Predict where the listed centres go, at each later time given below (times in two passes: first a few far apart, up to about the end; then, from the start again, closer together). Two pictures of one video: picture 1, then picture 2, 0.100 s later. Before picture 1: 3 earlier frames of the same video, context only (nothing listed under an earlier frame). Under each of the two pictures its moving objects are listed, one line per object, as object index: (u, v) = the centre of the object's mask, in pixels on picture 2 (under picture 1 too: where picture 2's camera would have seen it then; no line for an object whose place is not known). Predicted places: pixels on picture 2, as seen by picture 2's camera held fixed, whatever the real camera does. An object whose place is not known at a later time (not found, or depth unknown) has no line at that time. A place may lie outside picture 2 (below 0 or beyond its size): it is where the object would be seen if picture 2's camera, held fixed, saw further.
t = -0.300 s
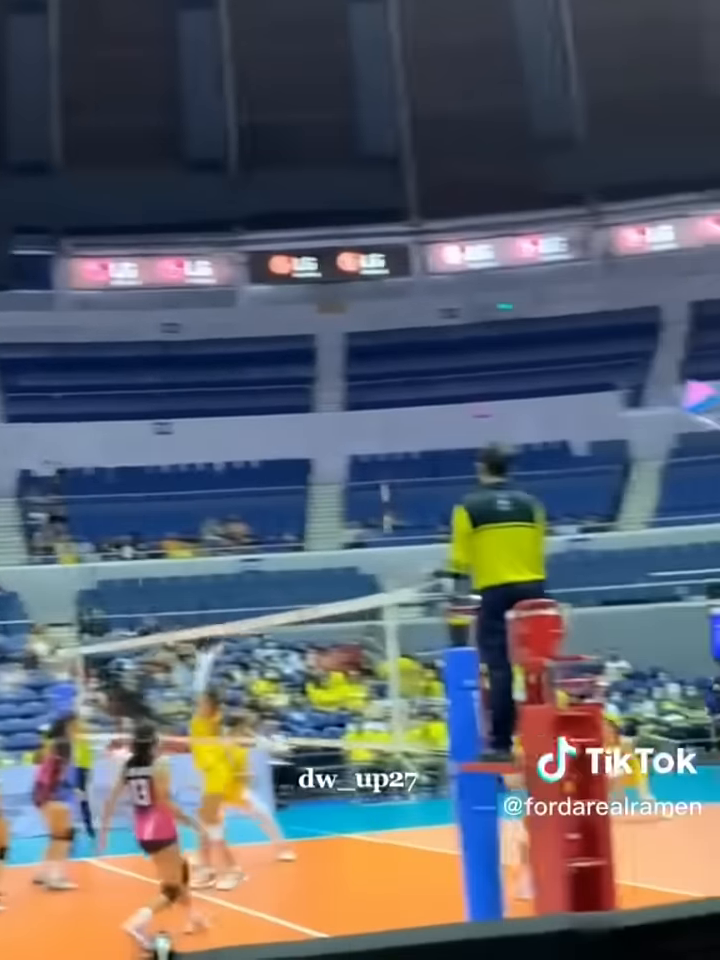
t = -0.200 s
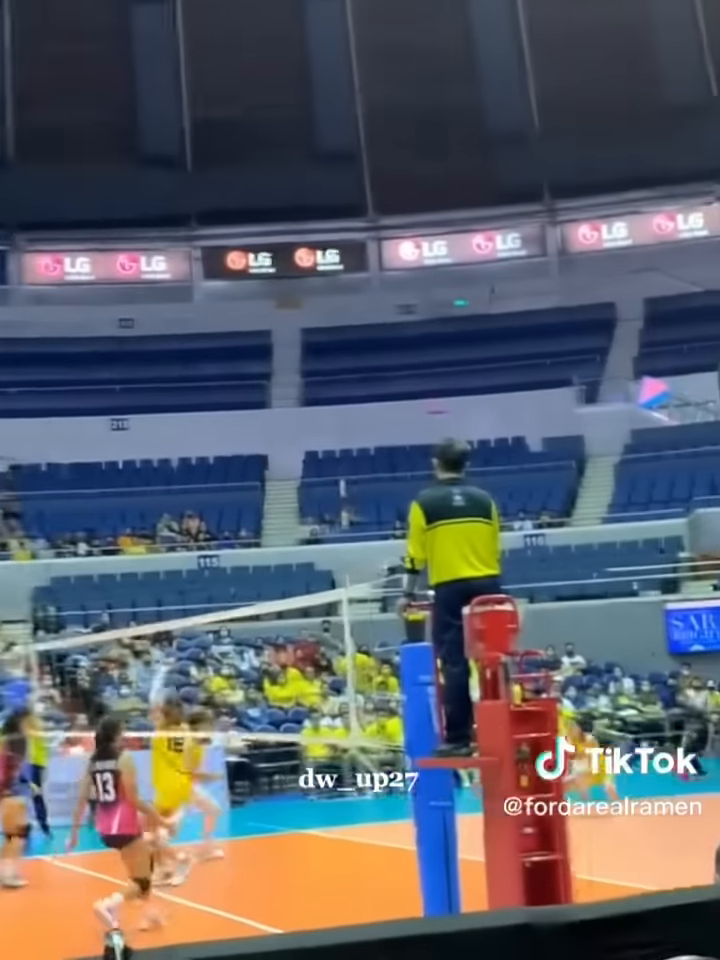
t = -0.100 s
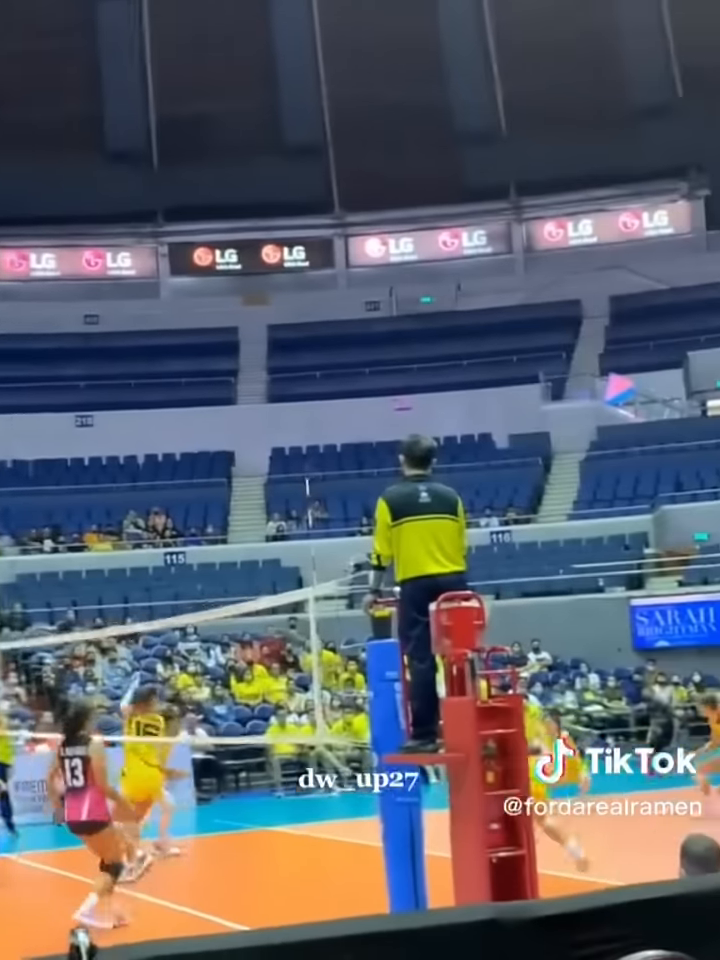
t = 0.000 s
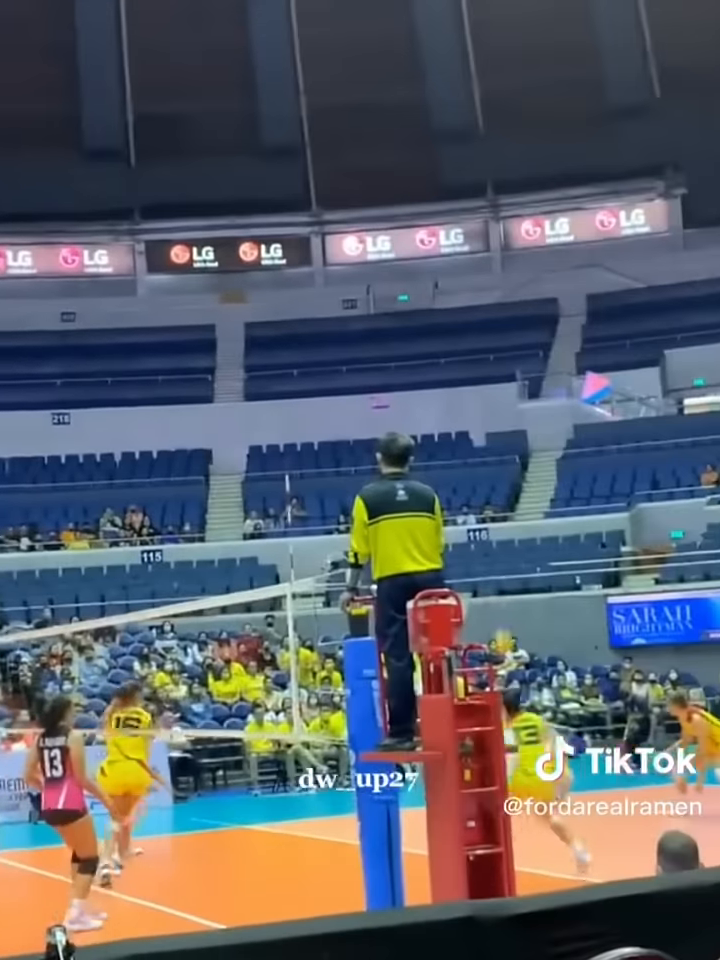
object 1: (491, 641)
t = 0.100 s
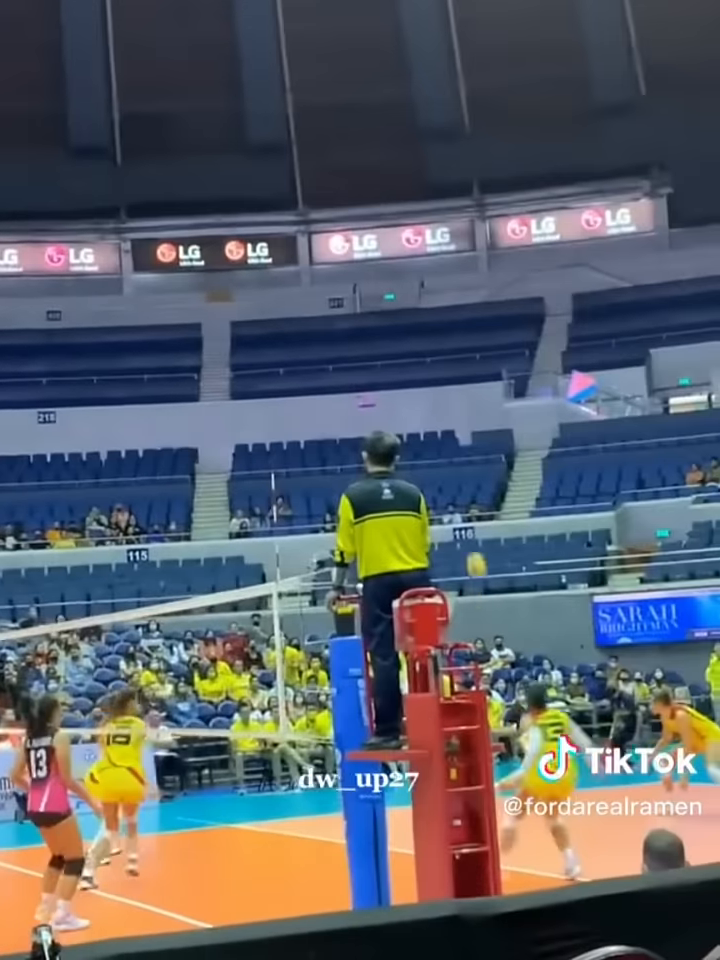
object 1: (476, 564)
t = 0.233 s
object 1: (461, 479)
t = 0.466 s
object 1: (436, 368)
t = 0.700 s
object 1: (415, 303)
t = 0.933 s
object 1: (398, 286)
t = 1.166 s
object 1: (383, 314)
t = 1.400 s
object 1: (370, 388)
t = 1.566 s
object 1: (360, 470)
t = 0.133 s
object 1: (473, 544)
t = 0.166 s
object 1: (469, 519)
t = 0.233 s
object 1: (461, 479)
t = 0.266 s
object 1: (457, 461)
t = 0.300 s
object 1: (453, 443)
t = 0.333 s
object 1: (449, 425)
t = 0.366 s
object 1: (446, 409)
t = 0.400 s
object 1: (442, 394)
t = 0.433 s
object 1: (439, 380)
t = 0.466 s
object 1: (436, 368)
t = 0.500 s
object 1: (432, 355)
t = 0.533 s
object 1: (429, 344)
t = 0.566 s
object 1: (427, 334)
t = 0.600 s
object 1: (423, 325)
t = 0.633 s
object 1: (421, 317)
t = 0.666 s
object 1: (418, 310)
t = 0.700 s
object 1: (415, 303)
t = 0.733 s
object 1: (413, 298)
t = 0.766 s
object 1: (410, 293)
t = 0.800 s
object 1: (407, 290)
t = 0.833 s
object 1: (405, 288)
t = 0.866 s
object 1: (403, 287)
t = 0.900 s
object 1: (400, 286)
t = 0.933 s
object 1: (398, 286)
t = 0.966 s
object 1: (396, 287)
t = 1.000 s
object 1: (393, 289)
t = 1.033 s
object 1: (391, 292)
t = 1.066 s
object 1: (389, 296)
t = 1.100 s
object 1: (387, 301)
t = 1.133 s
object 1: (385, 306)
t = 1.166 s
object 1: (383, 314)
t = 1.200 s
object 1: (381, 322)
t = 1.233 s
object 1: (379, 331)
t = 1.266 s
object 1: (377, 341)
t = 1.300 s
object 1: (375, 352)
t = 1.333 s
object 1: (373, 364)
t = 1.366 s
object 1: (372, 376)
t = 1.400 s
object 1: (370, 388)
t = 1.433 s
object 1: (368, 404)
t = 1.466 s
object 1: (367, 419)
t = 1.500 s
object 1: (363, 435)
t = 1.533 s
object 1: (361, 453)
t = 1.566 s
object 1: (360, 470)
